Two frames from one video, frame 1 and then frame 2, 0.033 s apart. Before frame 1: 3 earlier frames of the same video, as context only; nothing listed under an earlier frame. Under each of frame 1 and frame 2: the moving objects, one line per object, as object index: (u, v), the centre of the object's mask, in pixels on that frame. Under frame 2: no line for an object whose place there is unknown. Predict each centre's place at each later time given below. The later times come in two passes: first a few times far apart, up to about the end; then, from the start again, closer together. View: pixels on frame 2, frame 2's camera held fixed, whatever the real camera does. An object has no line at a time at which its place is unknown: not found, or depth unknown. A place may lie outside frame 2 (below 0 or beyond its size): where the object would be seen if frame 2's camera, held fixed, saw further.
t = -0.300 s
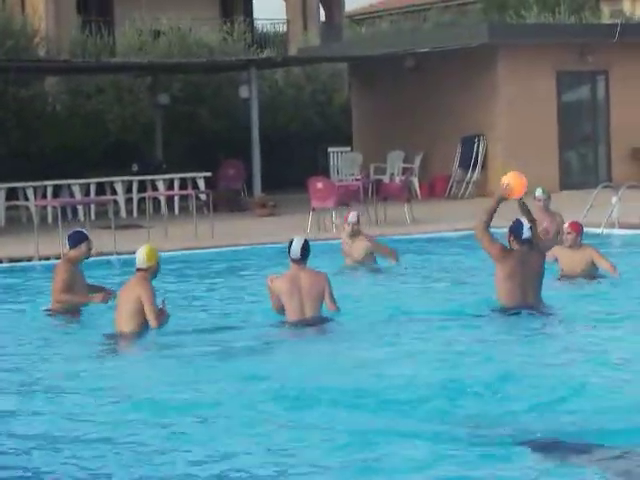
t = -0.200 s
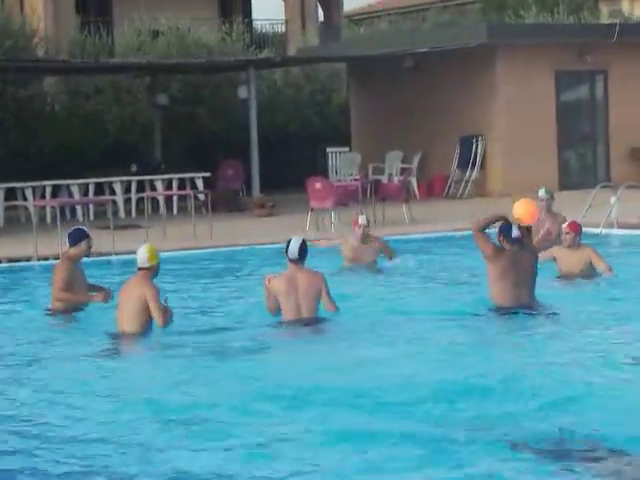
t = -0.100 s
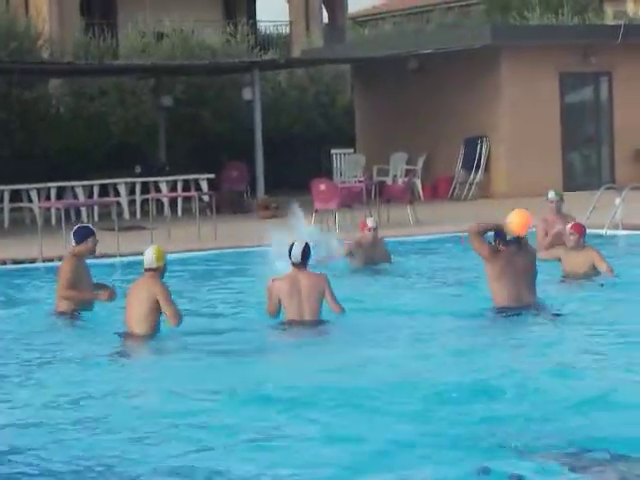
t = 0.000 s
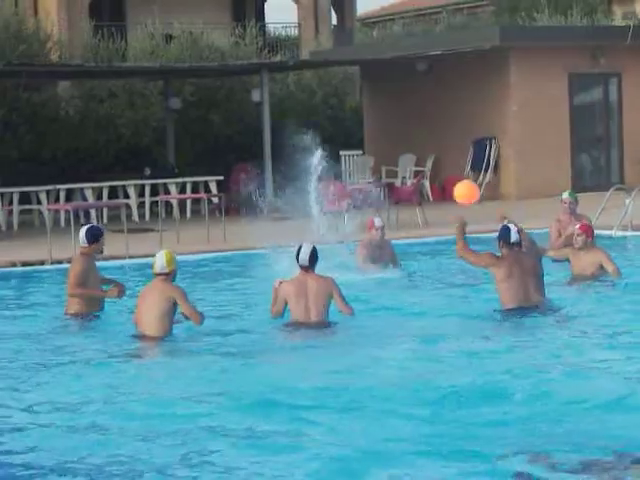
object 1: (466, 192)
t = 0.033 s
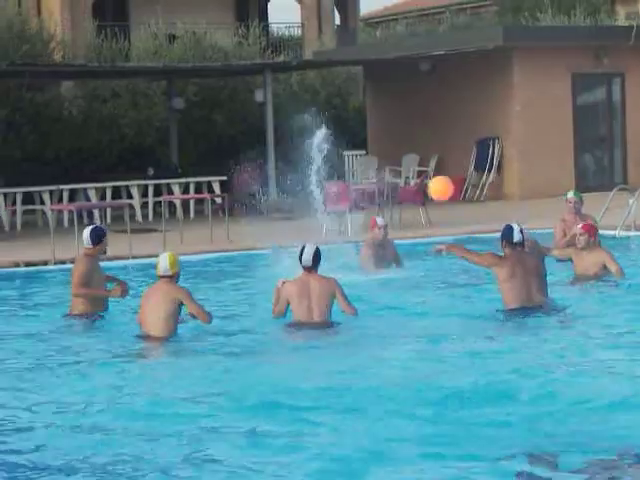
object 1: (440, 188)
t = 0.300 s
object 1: (253, 202)
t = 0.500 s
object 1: (152, 250)
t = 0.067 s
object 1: (412, 185)
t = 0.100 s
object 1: (386, 185)
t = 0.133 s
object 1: (361, 185)
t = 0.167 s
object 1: (337, 186)
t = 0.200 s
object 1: (314, 188)
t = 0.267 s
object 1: (272, 197)
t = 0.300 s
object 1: (253, 202)
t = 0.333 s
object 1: (234, 208)
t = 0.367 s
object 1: (216, 215)
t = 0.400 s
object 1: (199, 222)
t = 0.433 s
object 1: (182, 231)
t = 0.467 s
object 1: (167, 240)
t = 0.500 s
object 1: (152, 250)
